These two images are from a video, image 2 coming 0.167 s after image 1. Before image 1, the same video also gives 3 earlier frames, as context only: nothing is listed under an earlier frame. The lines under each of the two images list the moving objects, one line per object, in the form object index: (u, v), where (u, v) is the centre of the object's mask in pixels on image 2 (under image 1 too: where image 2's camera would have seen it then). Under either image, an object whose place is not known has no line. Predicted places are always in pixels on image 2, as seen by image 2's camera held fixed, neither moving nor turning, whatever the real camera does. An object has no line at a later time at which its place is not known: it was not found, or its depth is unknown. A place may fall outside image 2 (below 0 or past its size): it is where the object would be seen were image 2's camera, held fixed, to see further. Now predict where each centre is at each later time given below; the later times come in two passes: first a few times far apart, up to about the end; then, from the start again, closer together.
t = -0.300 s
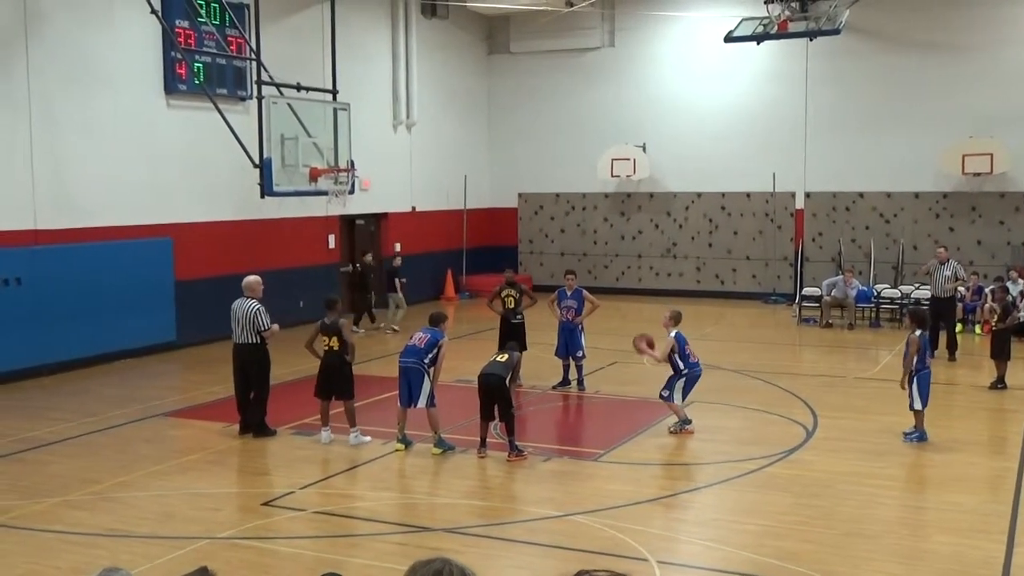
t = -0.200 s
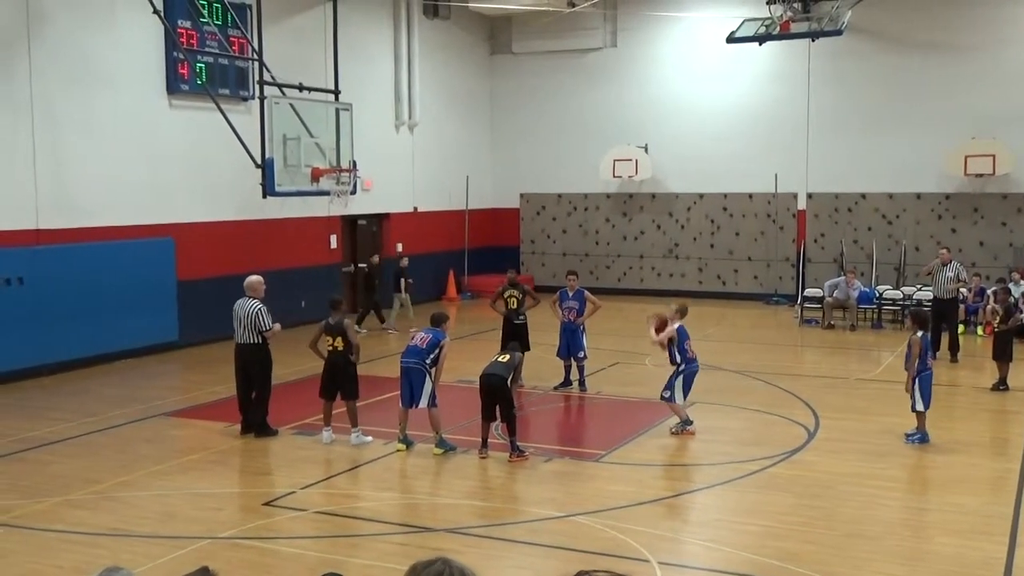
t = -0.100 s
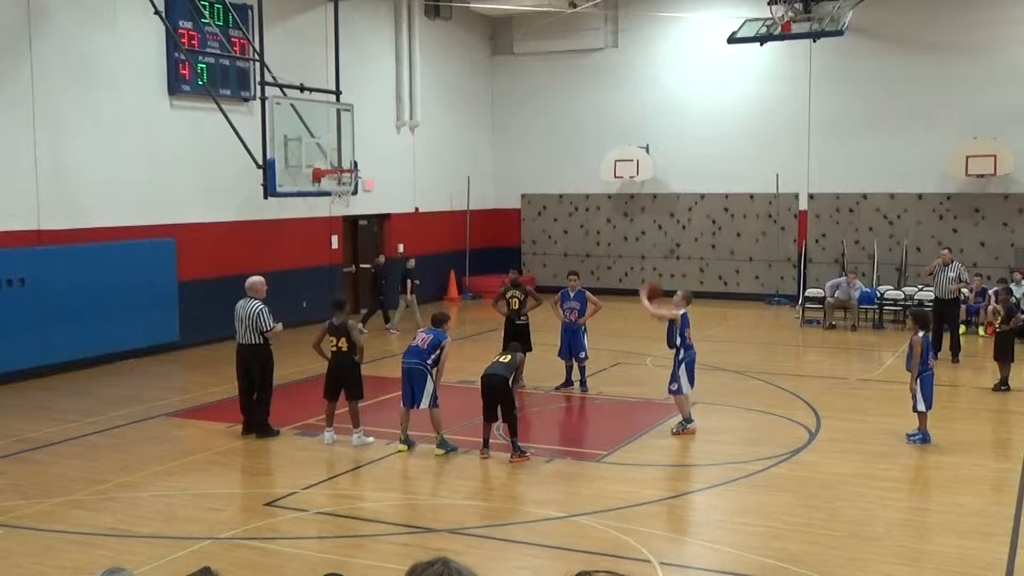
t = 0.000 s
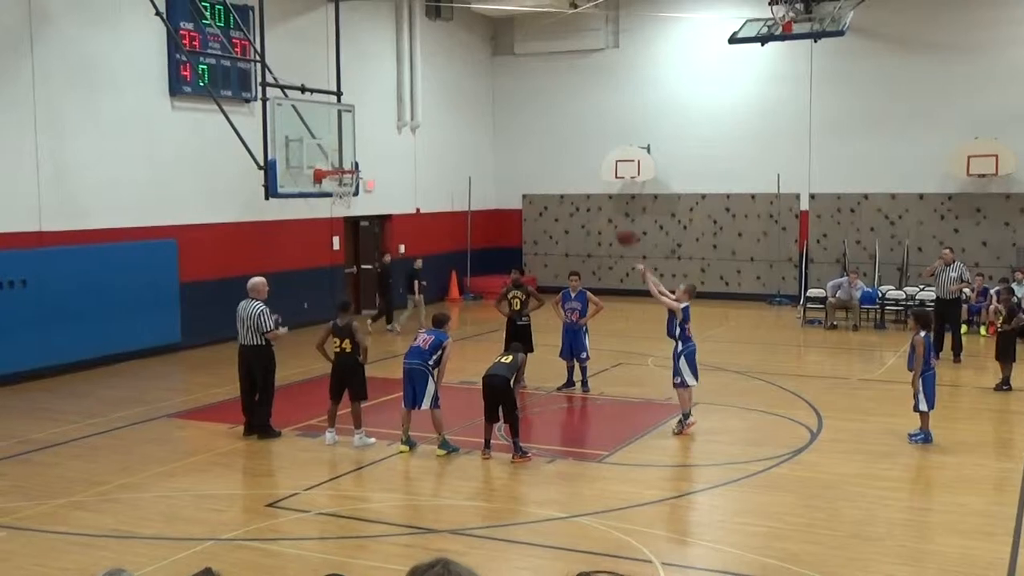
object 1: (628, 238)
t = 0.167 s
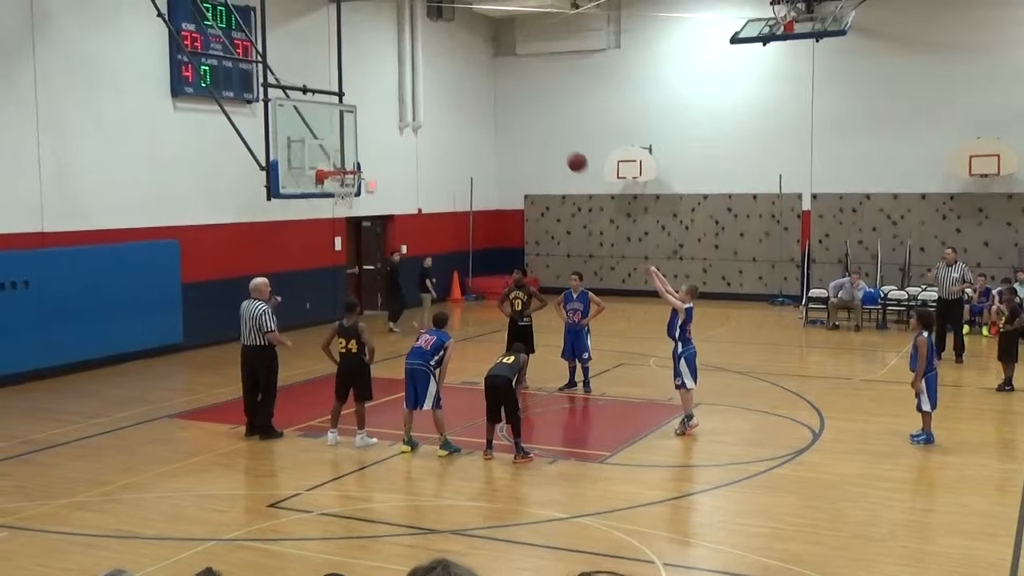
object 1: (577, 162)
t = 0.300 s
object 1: (537, 122)
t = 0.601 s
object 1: (455, 86)
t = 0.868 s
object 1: (388, 114)
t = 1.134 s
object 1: (337, 184)
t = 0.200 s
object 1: (567, 150)
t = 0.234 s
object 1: (557, 140)
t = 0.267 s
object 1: (547, 130)
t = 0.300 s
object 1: (537, 122)
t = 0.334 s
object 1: (528, 113)
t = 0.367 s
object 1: (518, 107)
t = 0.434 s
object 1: (499, 96)
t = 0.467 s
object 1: (490, 92)
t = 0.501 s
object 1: (481, 89)
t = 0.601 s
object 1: (455, 86)
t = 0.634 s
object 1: (446, 86)
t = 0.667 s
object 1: (437, 87)
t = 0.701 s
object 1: (429, 90)
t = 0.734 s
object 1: (420, 93)
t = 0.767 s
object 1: (412, 96)
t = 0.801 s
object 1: (404, 102)
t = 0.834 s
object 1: (396, 107)
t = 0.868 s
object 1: (388, 114)
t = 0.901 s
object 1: (380, 121)
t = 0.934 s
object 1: (372, 129)
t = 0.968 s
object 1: (365, 137)
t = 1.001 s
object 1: (357, 146)
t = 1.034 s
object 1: (349, 157)
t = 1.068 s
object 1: (342, 165)
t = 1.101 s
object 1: (338, 178)
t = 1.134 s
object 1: (337, 184)
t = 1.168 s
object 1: (340, 196)
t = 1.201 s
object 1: (342, 206)
